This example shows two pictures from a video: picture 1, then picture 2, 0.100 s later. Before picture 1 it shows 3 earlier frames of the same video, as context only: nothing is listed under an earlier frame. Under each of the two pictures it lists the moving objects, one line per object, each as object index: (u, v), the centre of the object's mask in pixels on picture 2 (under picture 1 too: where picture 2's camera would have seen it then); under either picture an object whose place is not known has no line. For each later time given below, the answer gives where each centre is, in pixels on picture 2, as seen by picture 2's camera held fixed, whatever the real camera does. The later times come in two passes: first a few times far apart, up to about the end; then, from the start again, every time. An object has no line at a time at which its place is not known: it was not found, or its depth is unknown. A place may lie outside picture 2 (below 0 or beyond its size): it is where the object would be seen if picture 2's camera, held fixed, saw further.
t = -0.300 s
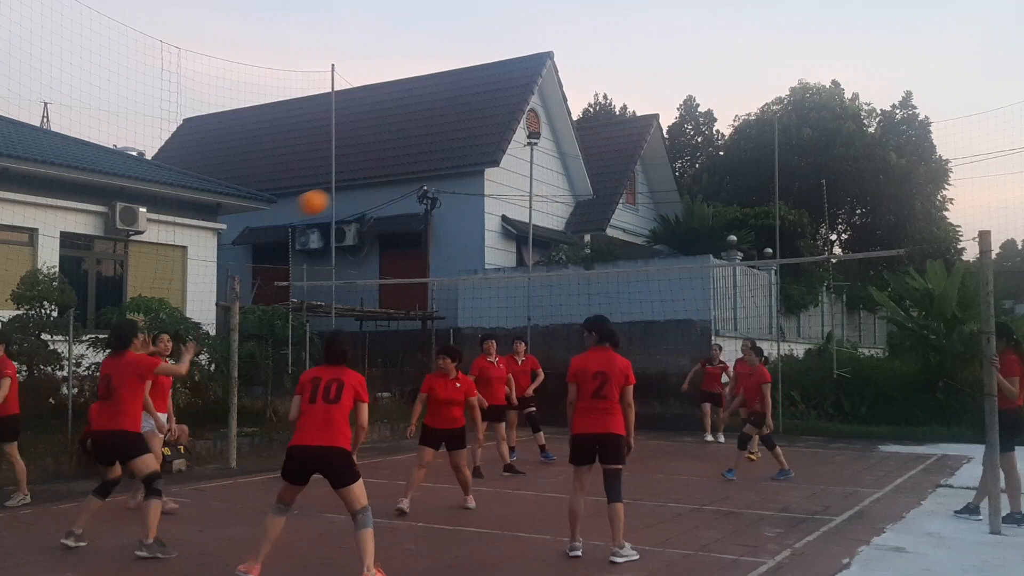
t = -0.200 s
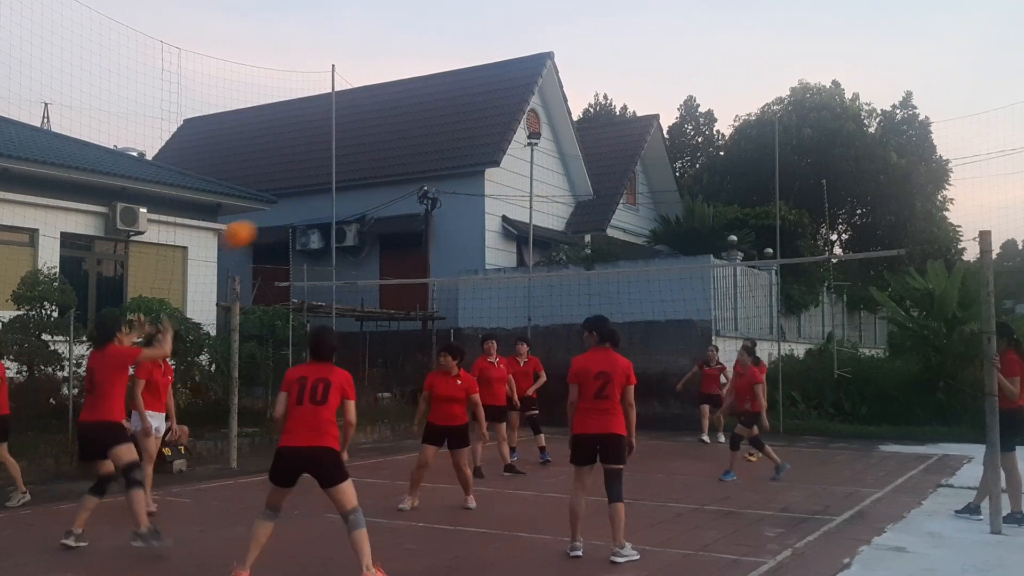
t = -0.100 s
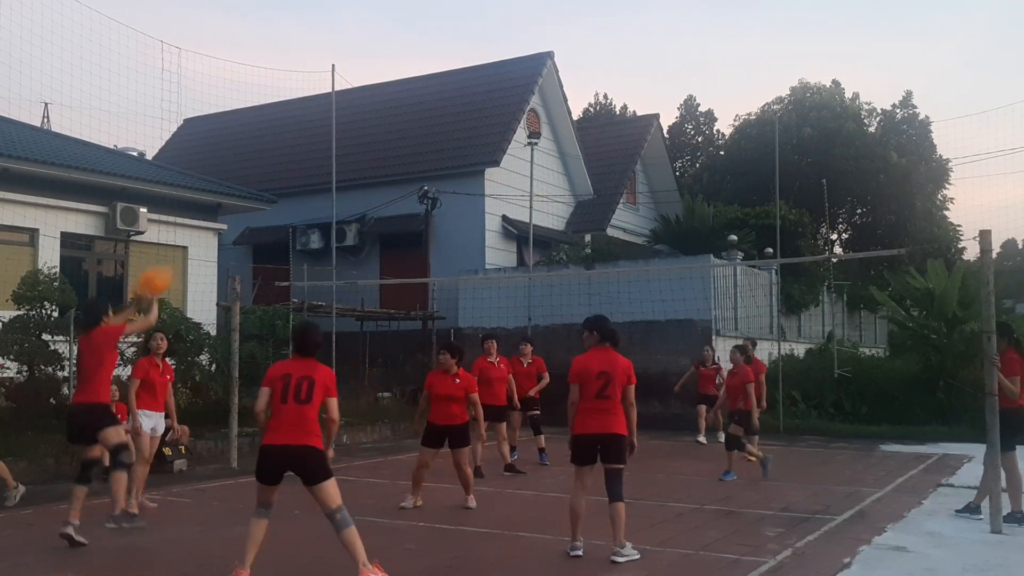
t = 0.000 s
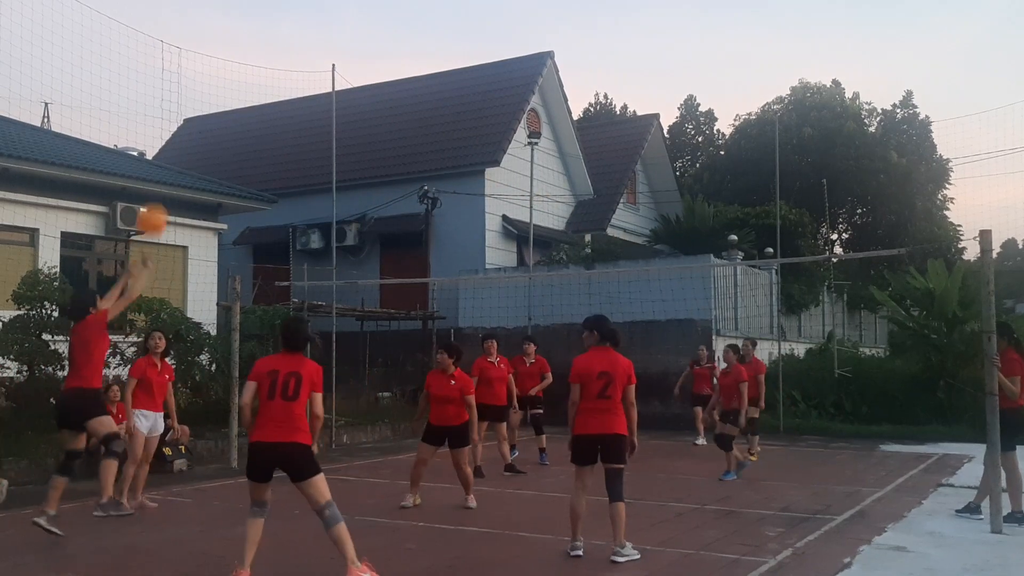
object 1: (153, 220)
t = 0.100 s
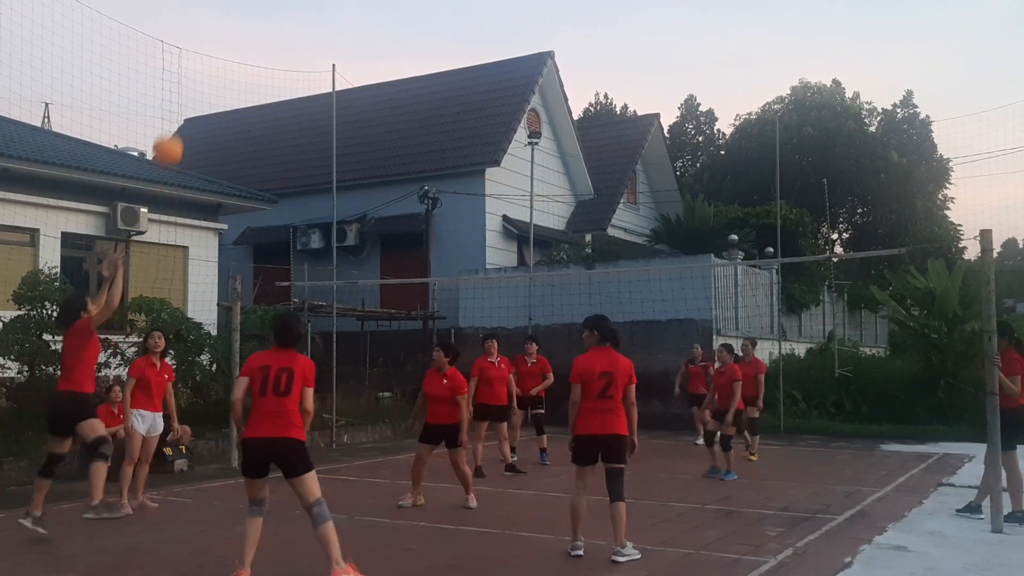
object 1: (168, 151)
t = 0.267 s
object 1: (194, 63)
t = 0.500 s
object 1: (232, 6)
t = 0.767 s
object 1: (271, 11)
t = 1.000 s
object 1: (304, 89)
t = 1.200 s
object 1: (332, 201)
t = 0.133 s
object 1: (173, 130)
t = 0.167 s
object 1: (178, 110)
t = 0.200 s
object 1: (184, 93)
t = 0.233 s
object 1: (189, 78)
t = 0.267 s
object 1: (194, 63)
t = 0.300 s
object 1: (200, 50)
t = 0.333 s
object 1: (206, 38)
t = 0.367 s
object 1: (211, 28)
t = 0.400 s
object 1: (216, 19)
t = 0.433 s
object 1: (221, 12)
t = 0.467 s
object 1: (227, 8)
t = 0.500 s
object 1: (232, 6)
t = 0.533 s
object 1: (237, 5)
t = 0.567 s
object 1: (242, 4)
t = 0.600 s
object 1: (247, 4)
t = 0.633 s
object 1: (252, 4)
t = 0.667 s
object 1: (257, 5)
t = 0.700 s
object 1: (262, 6)
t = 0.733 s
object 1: (267, 8)
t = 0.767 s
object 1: (271, 11)
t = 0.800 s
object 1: (276, 18)
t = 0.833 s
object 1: (281, 26)
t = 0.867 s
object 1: (285, 36)
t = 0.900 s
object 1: (290, 47)
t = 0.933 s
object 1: (294, 60)
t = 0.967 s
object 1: (299, 74)
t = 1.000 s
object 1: (304, 89)
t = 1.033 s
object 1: (310, 106)
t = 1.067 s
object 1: (314, 122)
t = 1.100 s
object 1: (319, 140)
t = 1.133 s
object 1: (323, 159)
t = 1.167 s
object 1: (327, 180)
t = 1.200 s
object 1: (332, 201)
